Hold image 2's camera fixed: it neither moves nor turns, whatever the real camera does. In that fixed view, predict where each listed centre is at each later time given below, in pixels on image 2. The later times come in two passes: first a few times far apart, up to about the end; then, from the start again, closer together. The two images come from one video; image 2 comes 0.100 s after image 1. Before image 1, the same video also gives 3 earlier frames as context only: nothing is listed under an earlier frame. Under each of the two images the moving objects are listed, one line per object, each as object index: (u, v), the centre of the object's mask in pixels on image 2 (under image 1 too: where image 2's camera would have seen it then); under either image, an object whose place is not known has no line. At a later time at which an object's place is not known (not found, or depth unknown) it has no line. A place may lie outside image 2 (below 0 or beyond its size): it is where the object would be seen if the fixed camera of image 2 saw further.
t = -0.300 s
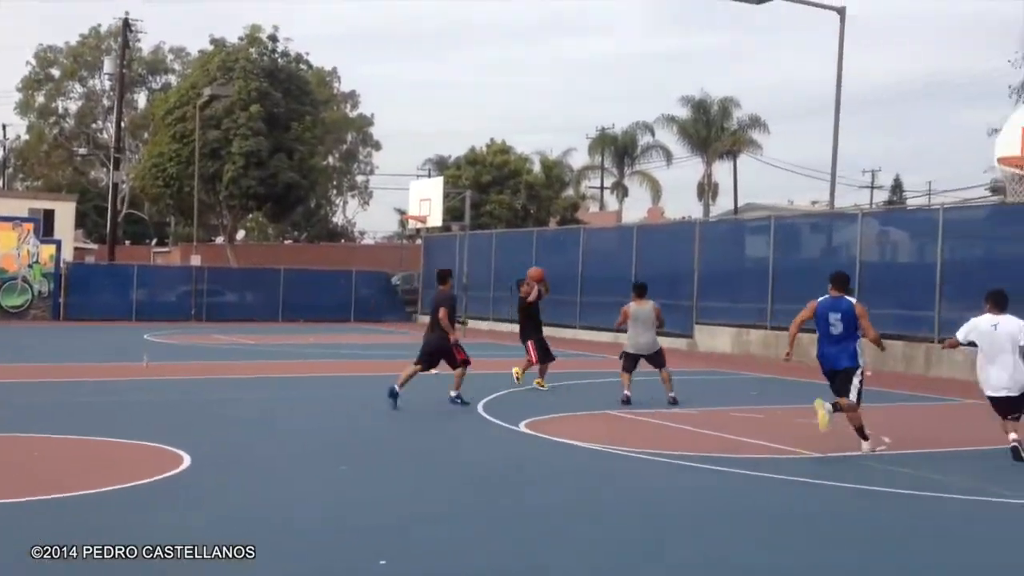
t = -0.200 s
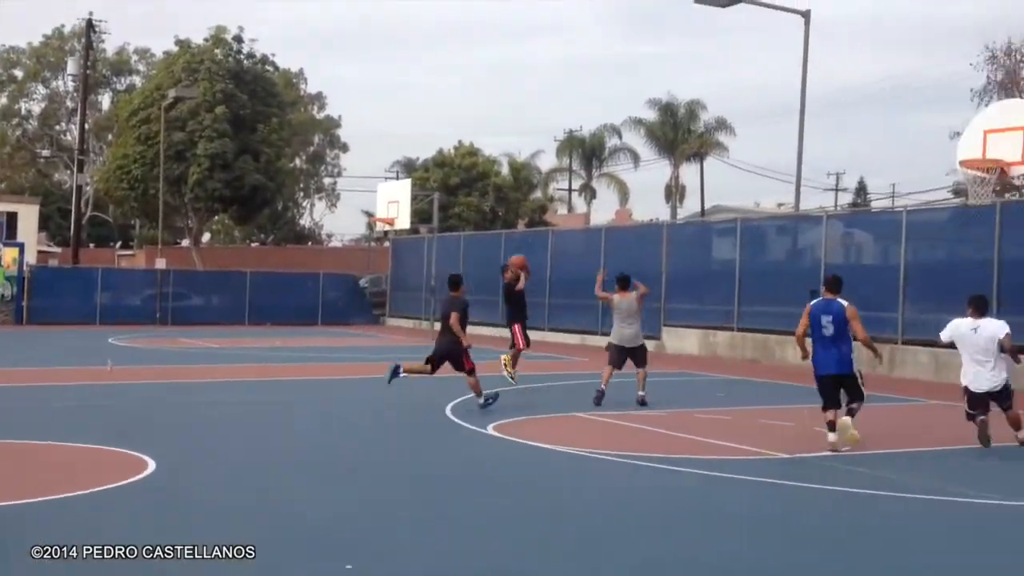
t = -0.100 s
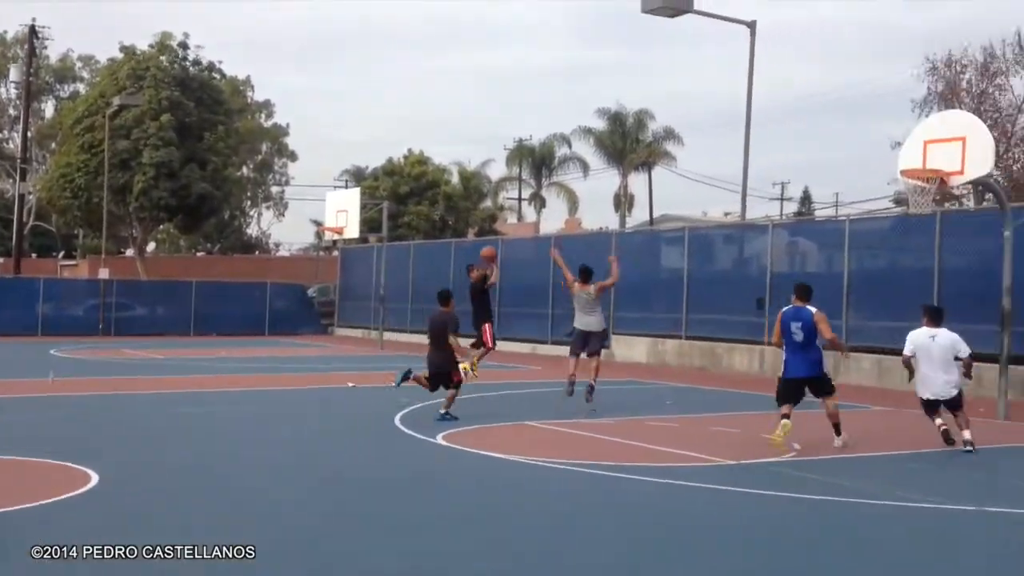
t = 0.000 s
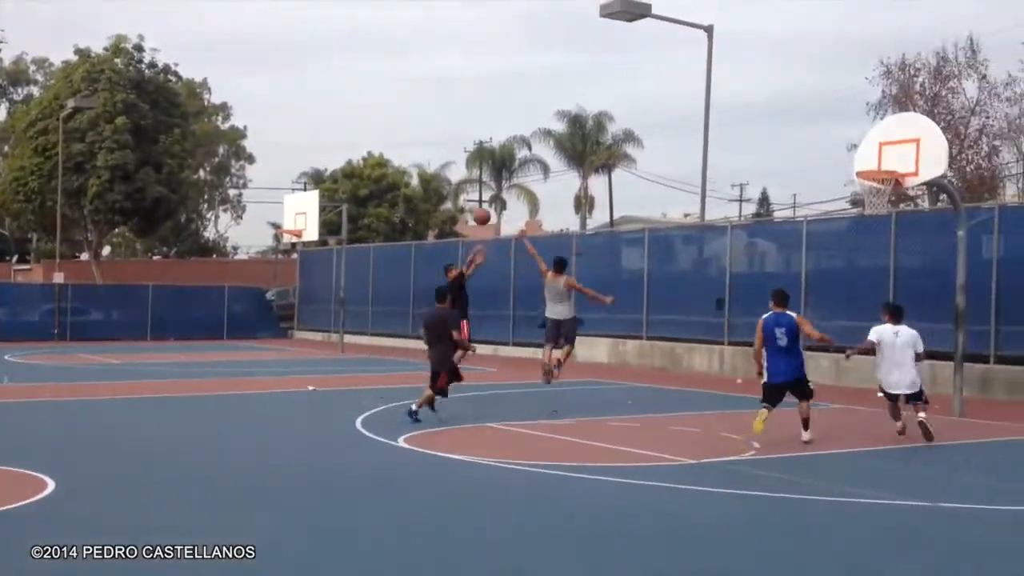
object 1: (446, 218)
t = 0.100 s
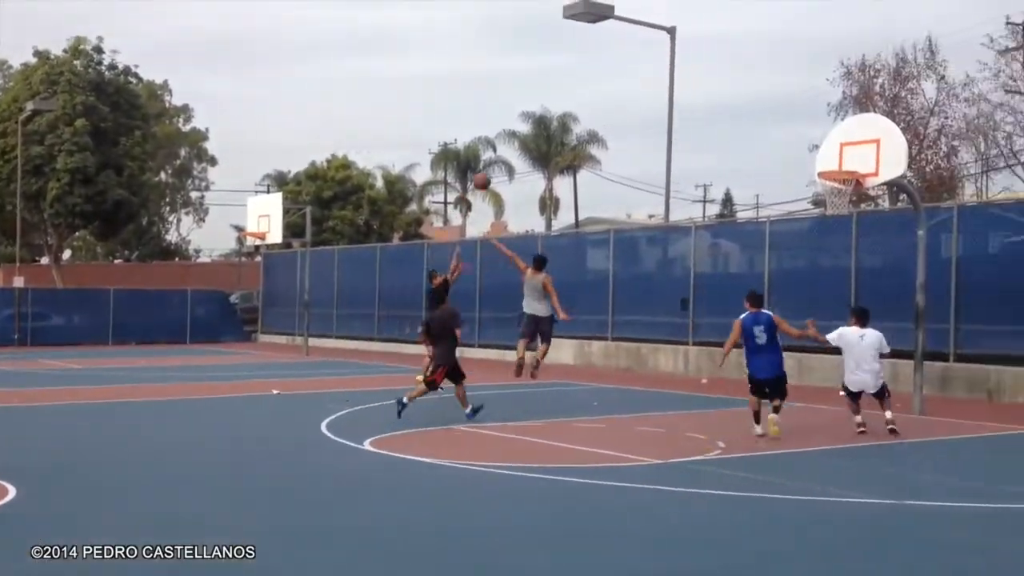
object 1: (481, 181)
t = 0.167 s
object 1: (506, 159)
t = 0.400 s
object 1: (586, 106)
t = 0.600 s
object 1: (658, 93)
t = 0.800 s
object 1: (731, 112)
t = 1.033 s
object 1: (796, 160)
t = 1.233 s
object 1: (720, 147)
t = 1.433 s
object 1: (642, 168)
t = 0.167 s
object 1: (506, 159)
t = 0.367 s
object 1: (575, 111)
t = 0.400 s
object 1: (586, 106)
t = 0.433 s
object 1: (598, 101)
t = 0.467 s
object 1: (609, 98)
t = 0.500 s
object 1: (622, 95)
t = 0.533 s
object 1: (634, 94)
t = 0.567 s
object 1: (646, 92)
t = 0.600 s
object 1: (658, 93)
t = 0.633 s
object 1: (670, 93)
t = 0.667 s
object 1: (682, 95)
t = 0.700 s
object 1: (695, 98)
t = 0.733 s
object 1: (707, 102)
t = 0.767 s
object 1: (720, 106)
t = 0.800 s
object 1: (731, 112)
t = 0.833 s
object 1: (743, 118)
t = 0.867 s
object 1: (755, 125)
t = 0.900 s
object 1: (768, 133)
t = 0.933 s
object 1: (780, 142)
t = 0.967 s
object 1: (794, 153)
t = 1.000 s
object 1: (806, 163)
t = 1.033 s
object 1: (796, 160)
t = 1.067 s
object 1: (783, 155)
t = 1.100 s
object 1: (771, 152)
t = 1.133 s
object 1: (758, 150)
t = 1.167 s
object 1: (746, 148)
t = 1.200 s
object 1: (733, 147)
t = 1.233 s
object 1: (720, 147)
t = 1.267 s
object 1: (707, 148)
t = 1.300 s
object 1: (694, 150)
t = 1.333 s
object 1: (681, 153)
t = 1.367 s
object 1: (668, 157)
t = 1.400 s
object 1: (654, 162)
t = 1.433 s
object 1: (642, 168)
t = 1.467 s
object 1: (628, 174)
